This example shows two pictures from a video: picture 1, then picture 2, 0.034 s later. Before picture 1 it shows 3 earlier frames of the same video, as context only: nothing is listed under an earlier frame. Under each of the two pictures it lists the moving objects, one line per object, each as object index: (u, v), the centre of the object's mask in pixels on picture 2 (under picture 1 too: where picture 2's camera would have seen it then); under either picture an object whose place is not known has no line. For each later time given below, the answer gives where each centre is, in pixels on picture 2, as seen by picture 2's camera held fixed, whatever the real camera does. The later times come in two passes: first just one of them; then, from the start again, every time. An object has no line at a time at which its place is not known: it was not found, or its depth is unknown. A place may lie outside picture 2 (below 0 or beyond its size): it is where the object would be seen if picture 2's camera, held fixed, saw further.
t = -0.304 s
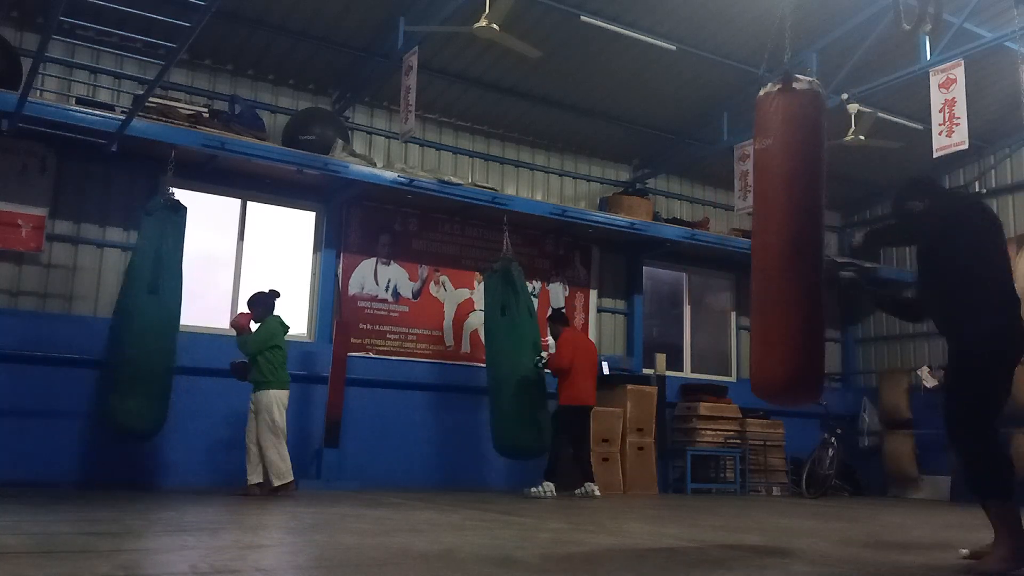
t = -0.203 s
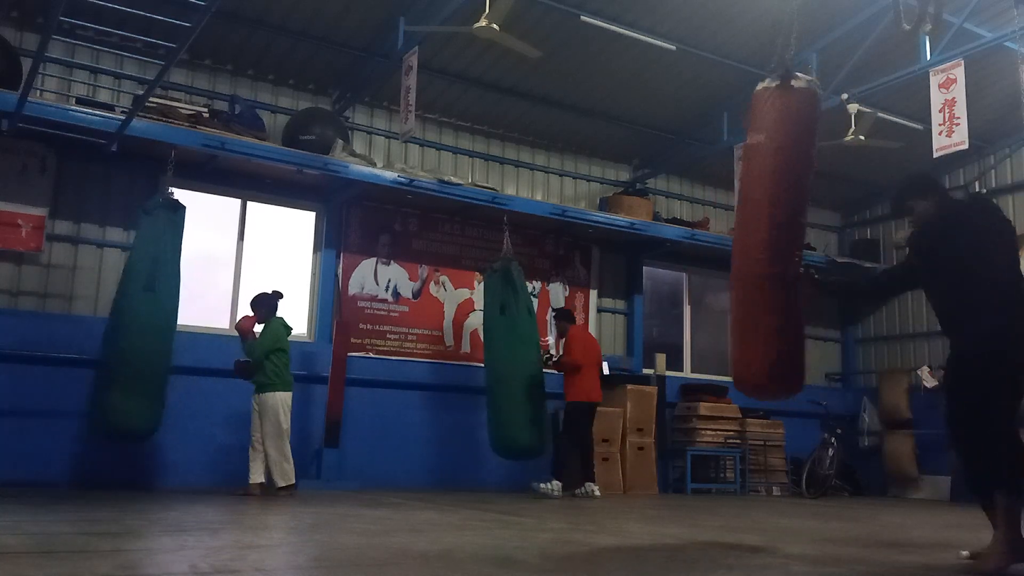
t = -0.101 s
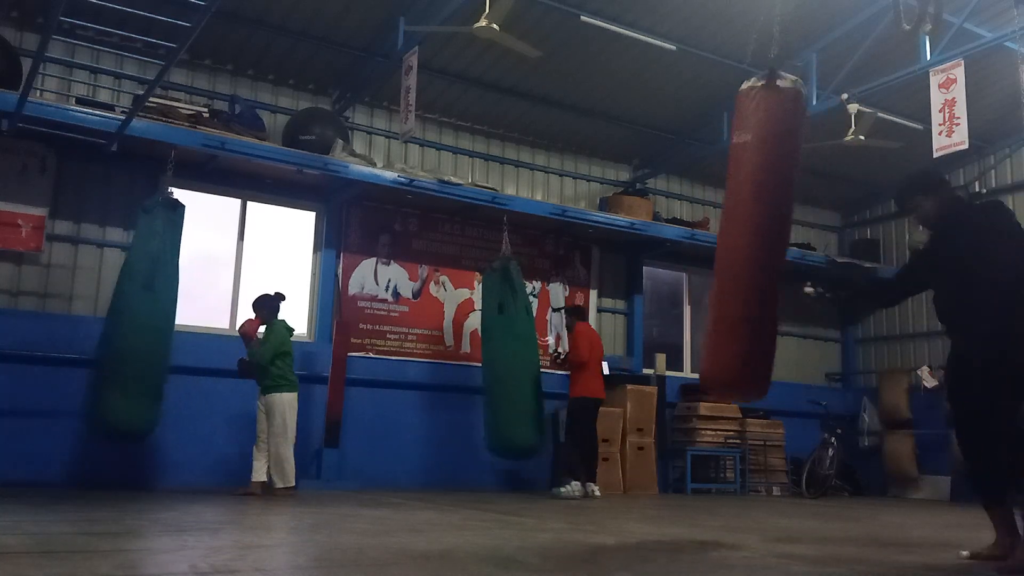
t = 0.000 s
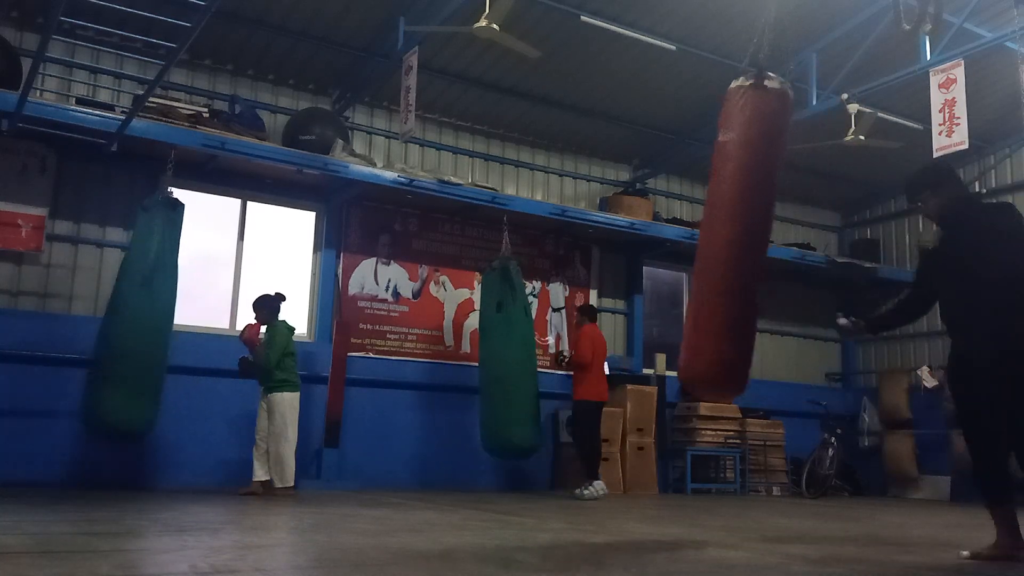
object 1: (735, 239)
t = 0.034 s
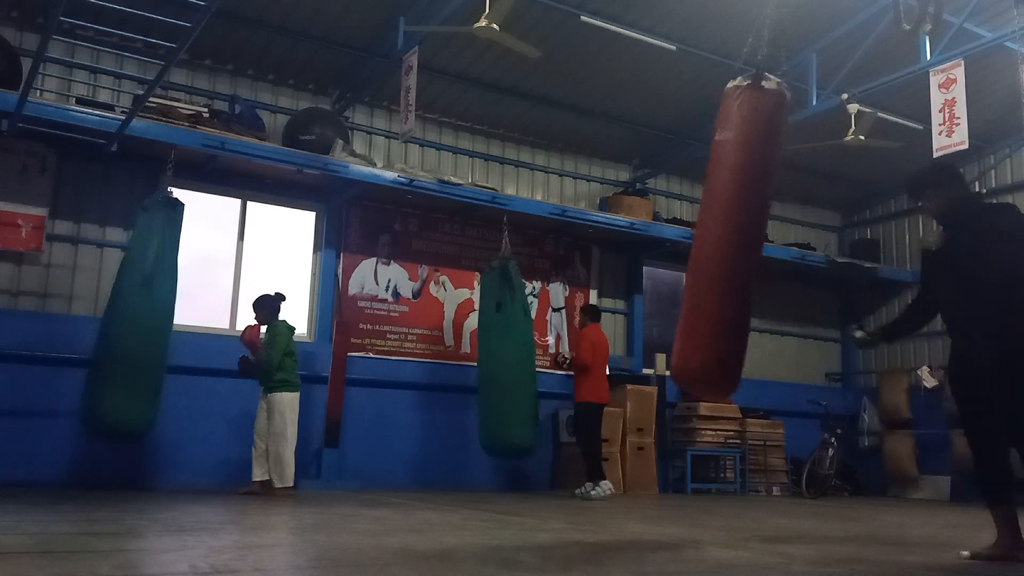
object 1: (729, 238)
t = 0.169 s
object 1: (713, 235)
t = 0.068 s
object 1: (725, 238)
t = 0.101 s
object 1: (720, 238)
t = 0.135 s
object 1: (716, 236)
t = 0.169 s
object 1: (713, 235)
